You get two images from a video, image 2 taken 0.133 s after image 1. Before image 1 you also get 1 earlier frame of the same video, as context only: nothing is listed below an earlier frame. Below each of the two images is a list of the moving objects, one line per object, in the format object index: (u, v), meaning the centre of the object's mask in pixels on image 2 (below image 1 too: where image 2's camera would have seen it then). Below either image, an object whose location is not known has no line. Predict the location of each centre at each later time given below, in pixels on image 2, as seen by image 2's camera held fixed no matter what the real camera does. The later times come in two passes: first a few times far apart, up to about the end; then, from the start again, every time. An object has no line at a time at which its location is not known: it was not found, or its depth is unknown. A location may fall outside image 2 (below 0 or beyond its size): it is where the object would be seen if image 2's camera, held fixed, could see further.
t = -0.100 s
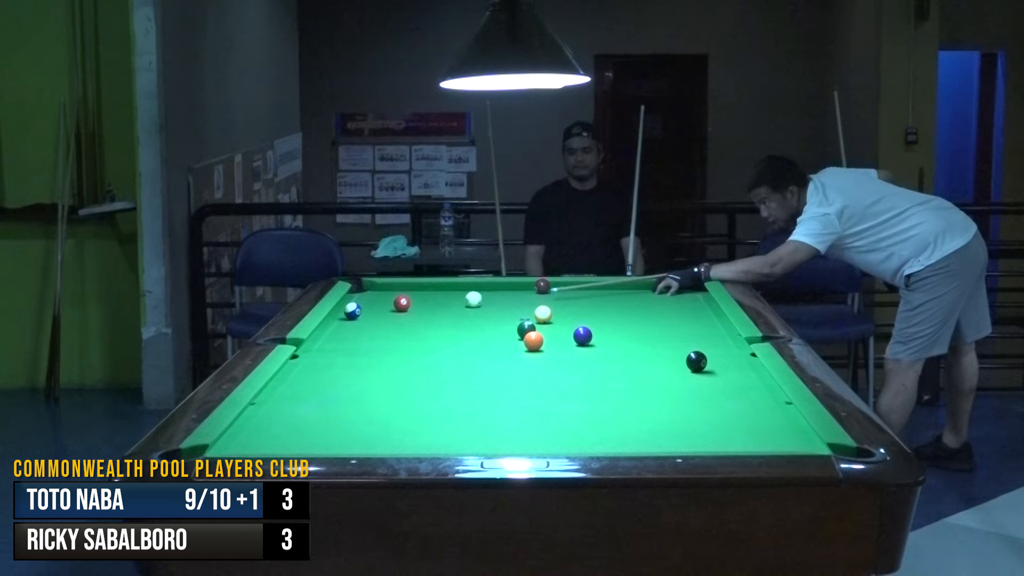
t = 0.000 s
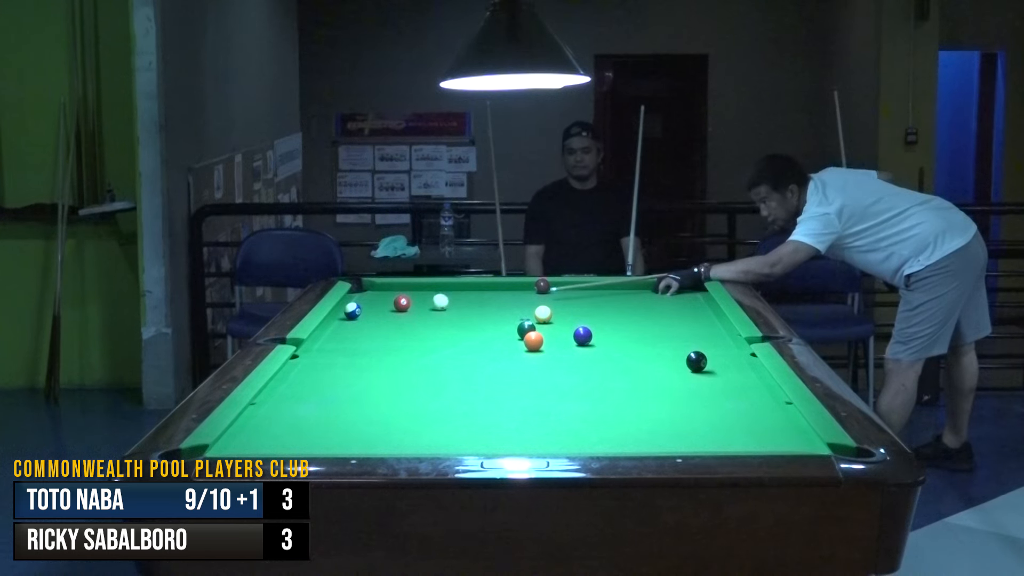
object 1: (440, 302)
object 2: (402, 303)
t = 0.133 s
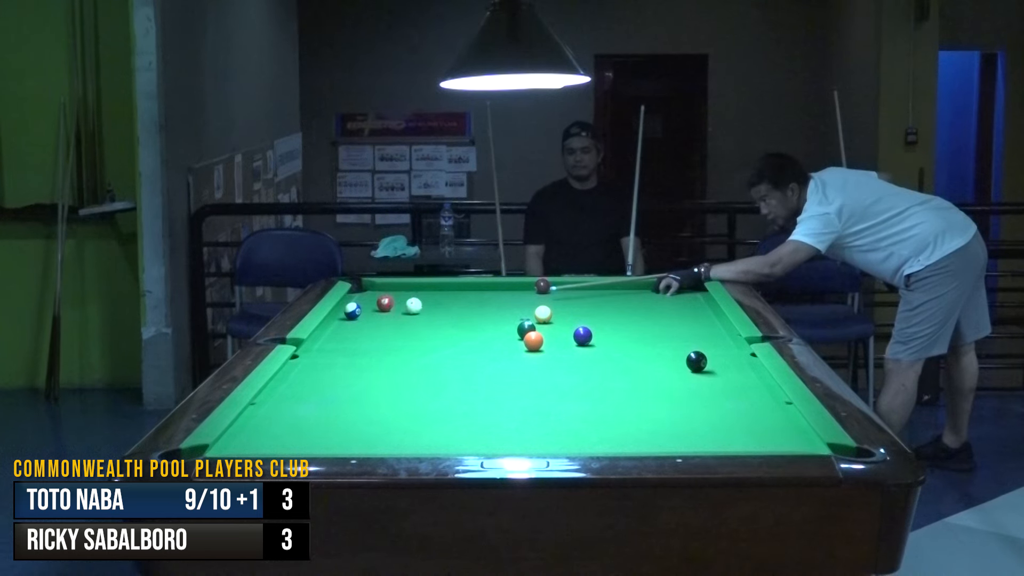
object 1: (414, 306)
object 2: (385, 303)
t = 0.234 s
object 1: (402, 309)
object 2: (366, 302)
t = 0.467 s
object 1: (374, 316)
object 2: (359, 300)
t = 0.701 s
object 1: (345, 324)
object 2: (381, 302)
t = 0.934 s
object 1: (326, 331)
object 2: (403, 302)
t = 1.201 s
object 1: (335, 337)
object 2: (426, 302)
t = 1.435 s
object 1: (343, 343)
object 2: (446, 301)
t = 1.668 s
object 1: (351, 348)
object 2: (463, 301)
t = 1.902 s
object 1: (358, 354)
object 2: (480, 301)
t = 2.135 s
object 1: (366, 359)
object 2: (495, 300)
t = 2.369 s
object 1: (373, 364)
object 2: (509, 301)
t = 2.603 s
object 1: (381, 369)
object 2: (521, 300)
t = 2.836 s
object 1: (387, 374)
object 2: (532, 300)
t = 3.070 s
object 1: (394, 378)
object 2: (541, 299)
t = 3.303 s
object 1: (401, 383)
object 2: (550, 300)
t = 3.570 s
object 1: (409, 388)
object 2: (558, 300)
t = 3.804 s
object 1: (415, 392)
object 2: (563, 300)
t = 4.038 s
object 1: (421, 396)
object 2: (567, 300)
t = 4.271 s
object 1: (427, 399)
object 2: (570, 300)
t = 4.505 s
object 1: (432, 402)
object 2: (571, 300)
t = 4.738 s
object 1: (437, 405)
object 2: (572, 300)
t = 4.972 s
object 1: (440, 407)
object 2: (572, 300)
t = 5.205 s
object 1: (443, 410)
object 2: (572, 300)
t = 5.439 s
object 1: (446, 411)
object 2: (572, 300)
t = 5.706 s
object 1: (448, 413)
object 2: (572, 300)
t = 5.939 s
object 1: (449, 414)
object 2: (572, 300)
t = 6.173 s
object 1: (450, 415)
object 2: (572, 300)
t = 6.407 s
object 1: (450, 415)
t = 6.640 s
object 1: (450, 415)
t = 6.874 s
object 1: (450, 415)
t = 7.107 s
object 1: (450, 415)
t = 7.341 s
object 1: (450, 414)
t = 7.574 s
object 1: (450, 415)
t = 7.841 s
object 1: (450, 415)
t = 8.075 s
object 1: (450, 415)
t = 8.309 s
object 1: (450, 415)
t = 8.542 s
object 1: (450, 415)
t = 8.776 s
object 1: (450, 415)
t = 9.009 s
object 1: (450, 415)
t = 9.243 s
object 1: (450, 415)
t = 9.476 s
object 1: (450, 415)
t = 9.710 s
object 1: (450, 415)
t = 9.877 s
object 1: (450, 415)
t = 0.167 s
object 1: (410, 307)
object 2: (378, 303)
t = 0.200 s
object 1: (406, 308)
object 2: (372, 303)
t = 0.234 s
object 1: (402, 309)
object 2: (366, 302)
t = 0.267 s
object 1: (398, 310)
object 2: (362, 301)
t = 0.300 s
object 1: (394, 311)
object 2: (355, 299)
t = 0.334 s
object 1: (390, 312)
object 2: (347, 300)
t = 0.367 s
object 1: (386, 313)
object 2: (347, 300)
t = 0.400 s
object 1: (382, 314)
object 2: (350, 299)
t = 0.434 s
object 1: (378, 315)
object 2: (355, 299)
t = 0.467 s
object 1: (374, 316)
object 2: (359, 300)
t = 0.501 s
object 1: (370, 317)
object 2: (362, 301)
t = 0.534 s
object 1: (366, 319)
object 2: (365, 301)
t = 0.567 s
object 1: (362, 320)
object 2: (368, 302)
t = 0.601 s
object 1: (358, 321)
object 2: (371, 302)
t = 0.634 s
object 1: (353, 322)
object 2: (375, 302)
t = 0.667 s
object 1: (349, 323)
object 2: (378, 302)
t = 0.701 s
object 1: (345, 324)
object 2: (381, 302)
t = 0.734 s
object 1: (341, 325)
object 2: (384, 302)
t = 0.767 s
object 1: (336, 326)
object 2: (387, 302)
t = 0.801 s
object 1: (332, 327)
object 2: (391, 302)
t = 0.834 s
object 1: (328, 328)
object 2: (394, 302)
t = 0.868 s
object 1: (324, 329)
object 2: (397, 302)
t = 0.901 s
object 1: (325, 330)
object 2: (400, 302)
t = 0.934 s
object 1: (326, 331)
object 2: (403, 302)
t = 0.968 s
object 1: (327, 332)
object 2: (406, 302)
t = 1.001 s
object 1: (328, 333)
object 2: (409, 302)
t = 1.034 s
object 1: (330, 334)
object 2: (412, 302)
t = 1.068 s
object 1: (331, 334)
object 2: (415, 302)
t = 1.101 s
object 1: (332, 335)
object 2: (418, 302)
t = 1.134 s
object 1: (333, 336)
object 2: (421, 302)
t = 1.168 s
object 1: (334, 337)
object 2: (424, 302)
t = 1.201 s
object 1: (335, 337)
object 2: (426, 302)
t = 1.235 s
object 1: (336, 338)
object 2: (429, 301)
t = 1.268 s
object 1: (337, 339)
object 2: (432, 301)
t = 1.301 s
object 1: (338, 340)
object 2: (435, 301)
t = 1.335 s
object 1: (339, 340)
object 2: (438, 301)
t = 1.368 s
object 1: (341, 341)
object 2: (440, 301)
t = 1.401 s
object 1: (342, 342)
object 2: (443, 301)
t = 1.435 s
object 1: (343, 343)
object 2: (446, 301)
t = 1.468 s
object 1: (344, 344)
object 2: (448, 301)
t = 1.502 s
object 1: (345, 344)
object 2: (451, 301)
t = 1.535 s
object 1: (346, 345)
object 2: (453, 301)
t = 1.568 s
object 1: (347, 346)
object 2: (456, 301)
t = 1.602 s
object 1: (348, 347)
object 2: (458, 301)
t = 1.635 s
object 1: (350, 347)
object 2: (461, 301)
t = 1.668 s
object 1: (351, 348)
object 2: (463, 301)
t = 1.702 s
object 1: (352, 349)
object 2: (466, 301)
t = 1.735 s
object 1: (353, 350)
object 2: (468, 301)
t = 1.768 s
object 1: (354, 351)
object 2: (471, 301)
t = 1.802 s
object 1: (355, 351)
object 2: (473, 301)
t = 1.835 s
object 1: (356, 352)
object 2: (475, 301)
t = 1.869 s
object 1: (357, 353)
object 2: (478, 301)
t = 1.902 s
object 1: (358, 354)
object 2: (480, 301)
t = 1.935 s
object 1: (359, 354)
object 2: (482, 301)
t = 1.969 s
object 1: (361, 355)
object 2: (484, 301)
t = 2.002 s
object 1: (362, 356)
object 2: (486, 301)
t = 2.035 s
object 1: (363, 357)
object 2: (489, 301)
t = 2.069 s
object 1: (364, 357)
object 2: (491, 301)
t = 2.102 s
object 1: (365, 358)
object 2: (493, 300)
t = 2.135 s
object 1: (366, 359)
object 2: (495, 300)
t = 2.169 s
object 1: (367, 360)
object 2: (497, 300)
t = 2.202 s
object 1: (368, 360)
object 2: (499, 300)
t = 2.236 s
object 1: (369, 361)
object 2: (501, 300)
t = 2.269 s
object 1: (370, 362)
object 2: (503, 300)
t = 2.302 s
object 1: (371, 362)
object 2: (505, 300)
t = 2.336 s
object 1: (372, 363)
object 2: (507, 301)
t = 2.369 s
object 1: (373, 364)
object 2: (509, 301)
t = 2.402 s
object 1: (374, 365)
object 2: (511, 301)
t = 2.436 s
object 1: (375, 365)
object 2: (512, 301)
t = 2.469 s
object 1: (376, 366)
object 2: (514, 301)
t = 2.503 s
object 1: (377, 367)
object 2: (516, 300)
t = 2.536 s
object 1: (379, 368)
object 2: (517, 300)
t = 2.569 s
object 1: (379, 368)
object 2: (519, 300)
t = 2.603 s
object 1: (381, 369)
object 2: (521, 300)
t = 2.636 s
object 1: (382, 370)
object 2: (522, 300)
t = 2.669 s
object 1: (382, 370)
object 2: (524, 300)
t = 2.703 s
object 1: (384, 371)
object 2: (526, 300)
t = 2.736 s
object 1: (384, 372)
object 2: (527, 300)
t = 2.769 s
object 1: (385, 372)
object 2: (529, 300)
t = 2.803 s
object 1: (386, 373)
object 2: (530, 300)
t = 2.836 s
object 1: (387, 374)
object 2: (532, 300)
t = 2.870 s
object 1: (388, 375)
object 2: (533, 300)
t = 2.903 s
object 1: (389, 375)
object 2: (534, 300)
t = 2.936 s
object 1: (390, 376)
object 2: (536, 300)
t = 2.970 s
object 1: (391, 377)
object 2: (537, 300)
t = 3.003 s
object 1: (392, 377)
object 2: (538, 299)
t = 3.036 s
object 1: (393, 378)
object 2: (540, 299)
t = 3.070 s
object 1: (394, 378)
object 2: (541, 299)
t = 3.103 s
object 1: (395, 379)
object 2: (543, 299)
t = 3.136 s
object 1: (396, 380)
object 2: (544, 299)
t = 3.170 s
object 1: (397, 380)
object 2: (545, 299)
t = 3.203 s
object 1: (398, 381)
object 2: (547, 299)
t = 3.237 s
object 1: (399, 381)
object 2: (548, 299)
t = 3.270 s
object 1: (400, 382)
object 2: (549, 299)
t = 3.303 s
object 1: (401, 383)
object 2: (550, 300)
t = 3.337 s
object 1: (402, 384)
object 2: (551, 300)
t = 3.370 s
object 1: (403, 384)
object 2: (552, 300)
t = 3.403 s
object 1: (404, 385)
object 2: (553, 300)
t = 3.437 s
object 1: (405, 385)
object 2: (554, 300)
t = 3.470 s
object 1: (406, 386)
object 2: (555, 300)
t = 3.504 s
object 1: (407, 387)
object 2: (556, 300)
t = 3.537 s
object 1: (408, 387)
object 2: (557, 300)
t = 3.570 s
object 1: (409, 388)
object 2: (558, 300)
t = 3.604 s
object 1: (410, 388)
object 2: (558, 300)
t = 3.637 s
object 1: (411, 389)
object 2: (559, 300)
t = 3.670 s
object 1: (412, 389)
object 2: (560, 300)
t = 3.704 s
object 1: (413, 390)
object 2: (561, 300)
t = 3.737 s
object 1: (414, 391)
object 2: (562, 300)
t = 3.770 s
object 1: (415, 391)
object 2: (562, 300)
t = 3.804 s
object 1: (415, 392)
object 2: (563, 300)
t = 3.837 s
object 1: (416, 393)
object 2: (563, 300)
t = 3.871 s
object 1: (417, 393)
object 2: (564, 300)
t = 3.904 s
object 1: (418, 394)
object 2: (565, 300)
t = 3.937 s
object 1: (419, 394)
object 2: (565, 300)
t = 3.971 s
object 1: (420, 394)
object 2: (566, 300)
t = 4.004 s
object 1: (421, 395)
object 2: (567, 300)
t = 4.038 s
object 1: (421, 396)
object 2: (567, 300)
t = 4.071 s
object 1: (422, 396)
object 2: (568, 300)
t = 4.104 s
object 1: (423, 396)
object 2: (568, 300)
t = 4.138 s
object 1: (424, 397)
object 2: (569, 300)
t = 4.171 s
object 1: (425, 397)
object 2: (569, 300)
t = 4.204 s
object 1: (425, 398)
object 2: (569, 300)
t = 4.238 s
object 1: (426, 399)
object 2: (570, 300)
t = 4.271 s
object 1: (427, 399)
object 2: (570, 300)
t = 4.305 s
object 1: (428, 399)
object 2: (570, 300)
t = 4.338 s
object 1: (429, 400)
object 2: (570, 300)
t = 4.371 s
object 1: (429, 400)
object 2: (571, 300)
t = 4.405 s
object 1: (430, 400)
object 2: (571, 300)
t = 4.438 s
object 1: (431, 401)
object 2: (571, 300)
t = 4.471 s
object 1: (431, 402)
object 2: (571, 300)
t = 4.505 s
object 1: (432, 402)
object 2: (571, 300)
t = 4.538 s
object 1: (433, 403)
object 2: (571, 300)
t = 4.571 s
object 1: (433, 403)
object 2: (572, 300)
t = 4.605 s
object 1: (434, 403)
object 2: (572, 300)
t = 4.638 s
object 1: (435, 404)
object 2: (572, 300)
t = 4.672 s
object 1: (436, 404)
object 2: (572, 300)
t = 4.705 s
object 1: (436, 405)
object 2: (572, 300)
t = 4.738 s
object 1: (437, 405)
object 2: (572, 300)
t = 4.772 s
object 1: (437, 406)
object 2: (572, 300)
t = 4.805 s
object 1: (438, 406)
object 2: (572, 300)
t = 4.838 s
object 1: (438, 406)
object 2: (572, 300)
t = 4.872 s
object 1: (439, 407)
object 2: (572, 300)
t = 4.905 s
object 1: (439, 407)
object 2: (572, 300)
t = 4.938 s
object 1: (440, 407)
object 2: (572, 300)
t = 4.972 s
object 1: (440, 407)
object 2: (572, 300)
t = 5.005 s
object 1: (441, 408)
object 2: (572, 300)
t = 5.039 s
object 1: (441, 408)
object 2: (572, 300)
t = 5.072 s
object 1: (442, 409)
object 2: (572, 300)
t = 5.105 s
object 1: (442, 409)
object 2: (572, 300)
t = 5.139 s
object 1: (442, 409)
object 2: (572, 300)
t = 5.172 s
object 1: (443, 410)
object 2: (572, 300)
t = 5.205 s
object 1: (443, 410)
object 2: (572, 300)
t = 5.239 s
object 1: (444, 410)
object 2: (572, 300)
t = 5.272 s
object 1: (444, 410)
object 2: (572, 300)
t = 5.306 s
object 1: (444, 411)
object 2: (572, 300)
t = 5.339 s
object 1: (445, 411)
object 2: (572, 300)
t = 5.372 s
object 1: (445, 411)
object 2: (572, 300)
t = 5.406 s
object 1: (445, 412)
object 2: (572, 300)
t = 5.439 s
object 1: (446, 411)
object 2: (572, 300)
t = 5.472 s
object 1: (446, 412)
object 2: (572, 300)
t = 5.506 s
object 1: (446, 412)
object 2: (572, 300)
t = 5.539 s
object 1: (447, 412)
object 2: (572, 300)
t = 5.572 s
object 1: (447, 412)
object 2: (572, 300)
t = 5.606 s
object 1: (447, 413)
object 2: (572, 300)
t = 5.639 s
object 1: (447, 413)
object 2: (572, 300)
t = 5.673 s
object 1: (448, 413)
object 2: (572, 300)
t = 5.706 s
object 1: (448, 413)
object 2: (572, 300)
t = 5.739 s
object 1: (448, 413)
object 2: (572, 300)
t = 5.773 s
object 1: (448, 414)
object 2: (572, 300)
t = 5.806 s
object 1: (448, 413)
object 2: (572, 300)
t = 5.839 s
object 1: (449, 413)
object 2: (572, 300)
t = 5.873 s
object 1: (449, 414)
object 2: (572, 300)
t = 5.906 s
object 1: (449, 414)
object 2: (572, 300)
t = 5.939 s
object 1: (449, 414)
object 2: (572, 300)
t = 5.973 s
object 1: (449, 414)
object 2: (572, 300)
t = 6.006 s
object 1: (449, 414)
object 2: (572, 300)
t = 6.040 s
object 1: (450, 415)
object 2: (572, 300)
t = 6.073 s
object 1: (450, 414)
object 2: (572, 300)
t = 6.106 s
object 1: (450, 415)
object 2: (572, 300)
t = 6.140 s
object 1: (450, 414)
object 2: (572, 300)
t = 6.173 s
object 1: (450, 415)
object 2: (572, 300)
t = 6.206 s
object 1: (450, 415)
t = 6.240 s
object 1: (450, 414)
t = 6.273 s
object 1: (450, 415)
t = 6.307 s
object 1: (450, 415)
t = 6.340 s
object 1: (450, 415)
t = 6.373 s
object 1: (450, 415)
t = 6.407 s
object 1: (450, 415)
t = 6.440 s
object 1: (450, 415)
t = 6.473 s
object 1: (450, 415)
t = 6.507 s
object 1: (450, 415)
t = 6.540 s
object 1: (450, 415)
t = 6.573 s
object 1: (450, 414)
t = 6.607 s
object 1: (450, 415)
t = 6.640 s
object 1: (450, 415)
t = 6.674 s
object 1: (450, 415)
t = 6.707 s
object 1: (450, 415)
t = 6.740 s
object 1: (450, 414)
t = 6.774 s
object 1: (450, 415)
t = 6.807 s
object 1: (450, 415)
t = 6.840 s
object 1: (450, 415)
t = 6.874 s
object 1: (450, 415)
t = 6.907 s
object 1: (450, 415)
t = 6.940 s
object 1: (450, 415)
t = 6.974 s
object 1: (450, 415)
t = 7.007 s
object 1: (450, 415)
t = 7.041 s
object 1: (450, 415)
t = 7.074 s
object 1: (450, 415)
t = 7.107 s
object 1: (450, 415)
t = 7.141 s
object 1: (450, 415)
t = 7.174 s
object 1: (450, 415)
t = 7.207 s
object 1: (450, 415)
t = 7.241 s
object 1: (450, 415)
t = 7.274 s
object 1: (450, 415)
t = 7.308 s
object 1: (450, 415)
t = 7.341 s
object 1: (450, 414)
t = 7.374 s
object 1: (450, 415)
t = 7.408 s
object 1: (450, 415)
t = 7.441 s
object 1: (450, 415)
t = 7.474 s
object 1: (450, 415)
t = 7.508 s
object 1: (450, 415)
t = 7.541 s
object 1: (450, 415)
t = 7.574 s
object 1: (450, 415)
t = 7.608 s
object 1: (450, 415)
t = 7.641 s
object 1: (450, 415)
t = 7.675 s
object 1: (450, 415)
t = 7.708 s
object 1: (450, 415)
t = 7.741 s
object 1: (450, 415)
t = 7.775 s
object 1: (450, 415)
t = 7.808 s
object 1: (450, 415)
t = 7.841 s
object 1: (450, 415)
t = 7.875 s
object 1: (450, 415)
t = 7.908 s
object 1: (450, 415)
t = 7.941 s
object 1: (450, 415)
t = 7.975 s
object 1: (450, 415)
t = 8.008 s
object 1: (450, 415)
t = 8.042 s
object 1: (450, 415)
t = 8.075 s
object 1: (450, 415)
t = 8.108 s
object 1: (450, 415)
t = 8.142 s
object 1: (450, 415)
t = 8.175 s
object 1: (450, 415)
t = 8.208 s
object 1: (450, 415)
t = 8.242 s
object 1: (450, 415)
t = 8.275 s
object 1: (450, 415)
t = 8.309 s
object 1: (450, 415)
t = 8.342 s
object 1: (450, 415)
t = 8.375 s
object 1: (450, 415)
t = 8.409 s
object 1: (450, 415)
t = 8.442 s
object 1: (450, 415)
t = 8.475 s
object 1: (450, 415)
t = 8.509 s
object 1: (450, 415)
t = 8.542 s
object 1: (450, 415)
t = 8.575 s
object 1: (450, 415)
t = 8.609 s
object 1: (450, 415)
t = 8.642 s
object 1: (450, 415)
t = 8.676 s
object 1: (450, 415)
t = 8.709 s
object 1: (450, 415)
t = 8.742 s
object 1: (450, 415)
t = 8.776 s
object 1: (450, 415)
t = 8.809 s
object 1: (450, 415)
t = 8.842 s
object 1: (450, 415)
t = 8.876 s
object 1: (450, 415)
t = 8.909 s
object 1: (450, 414)
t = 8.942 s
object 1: (450, 414)
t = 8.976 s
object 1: (450, 415)
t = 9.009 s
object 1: (450, 415)
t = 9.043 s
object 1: (450, 415)
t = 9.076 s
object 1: (450, 414)
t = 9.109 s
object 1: (450, 415)
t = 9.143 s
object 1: (450, 415)
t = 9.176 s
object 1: (450, 415)
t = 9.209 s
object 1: (450, 415)
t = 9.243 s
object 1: (450, 415)
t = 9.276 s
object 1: (450, 415)
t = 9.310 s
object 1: (450, 415)
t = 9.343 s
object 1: (450, 415)
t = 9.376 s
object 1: (450, 415)
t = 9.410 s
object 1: (450, 415)
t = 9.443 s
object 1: (450, 415)
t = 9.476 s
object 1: (450, 415)
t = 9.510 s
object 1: (450, 415)
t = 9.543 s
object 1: (450, 415)
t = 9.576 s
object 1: (450, 415)
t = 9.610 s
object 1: (450, 415)
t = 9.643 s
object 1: (450, 415)
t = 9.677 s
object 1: (450, 415)
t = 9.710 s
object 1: (450, 415)
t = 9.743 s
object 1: (450, 415)
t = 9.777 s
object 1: (450, 415)
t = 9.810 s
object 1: (450, 415)
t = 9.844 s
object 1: (450, 415)
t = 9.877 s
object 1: (450, 415)
